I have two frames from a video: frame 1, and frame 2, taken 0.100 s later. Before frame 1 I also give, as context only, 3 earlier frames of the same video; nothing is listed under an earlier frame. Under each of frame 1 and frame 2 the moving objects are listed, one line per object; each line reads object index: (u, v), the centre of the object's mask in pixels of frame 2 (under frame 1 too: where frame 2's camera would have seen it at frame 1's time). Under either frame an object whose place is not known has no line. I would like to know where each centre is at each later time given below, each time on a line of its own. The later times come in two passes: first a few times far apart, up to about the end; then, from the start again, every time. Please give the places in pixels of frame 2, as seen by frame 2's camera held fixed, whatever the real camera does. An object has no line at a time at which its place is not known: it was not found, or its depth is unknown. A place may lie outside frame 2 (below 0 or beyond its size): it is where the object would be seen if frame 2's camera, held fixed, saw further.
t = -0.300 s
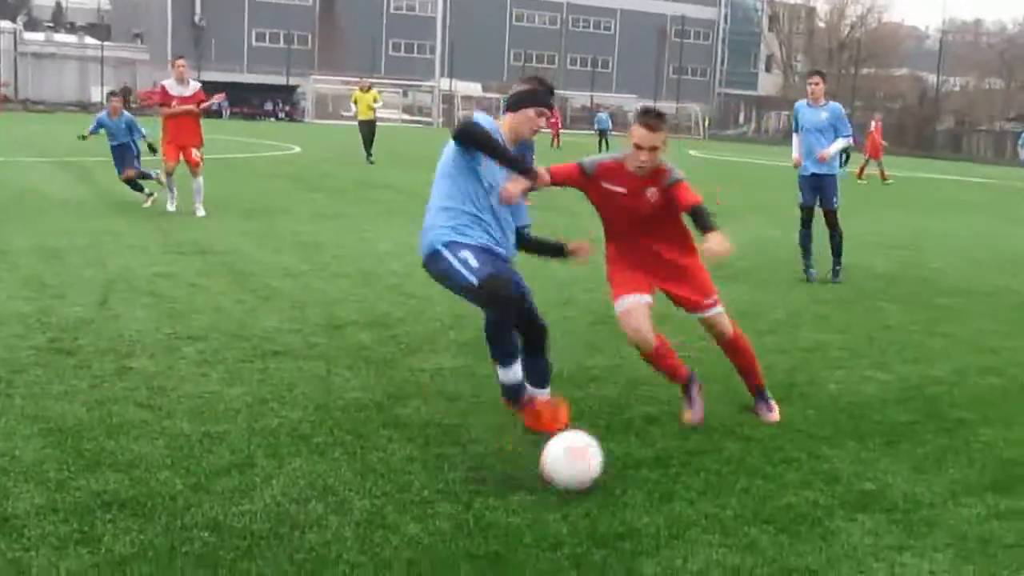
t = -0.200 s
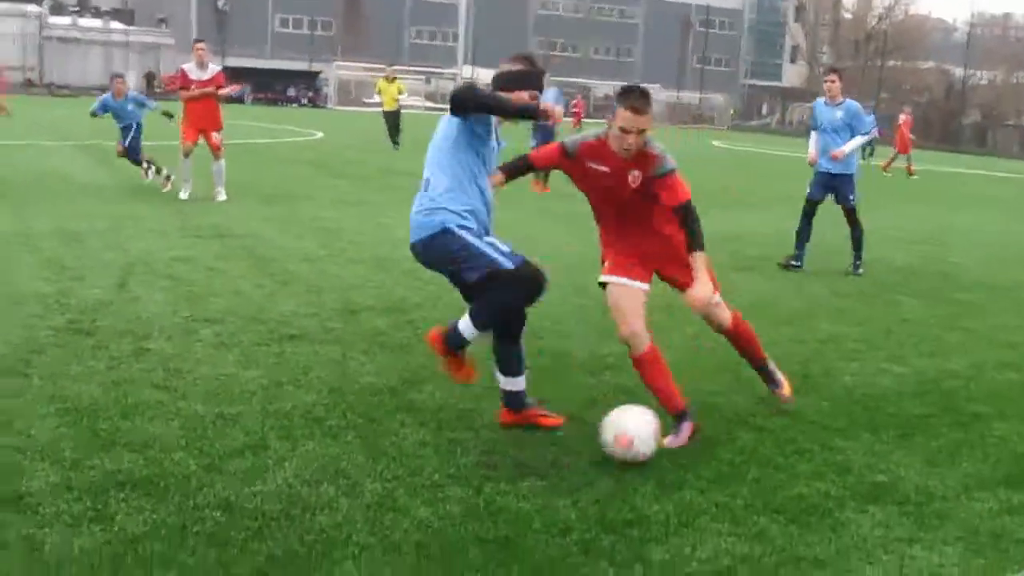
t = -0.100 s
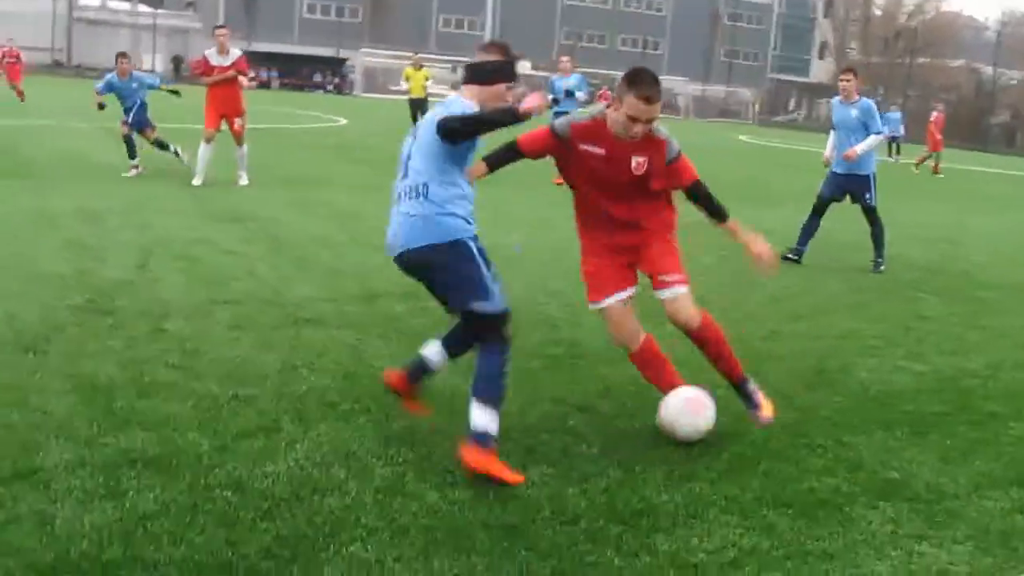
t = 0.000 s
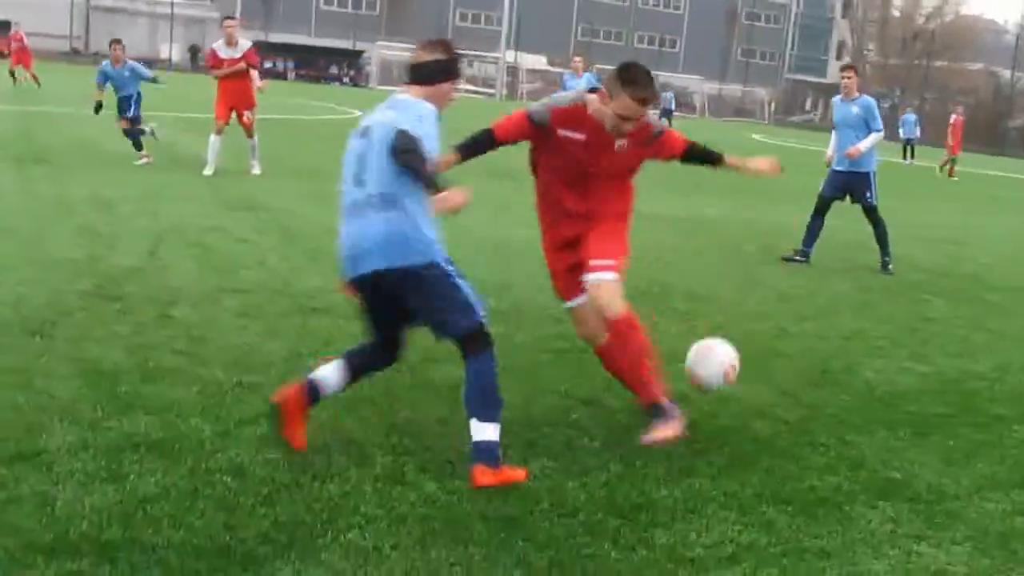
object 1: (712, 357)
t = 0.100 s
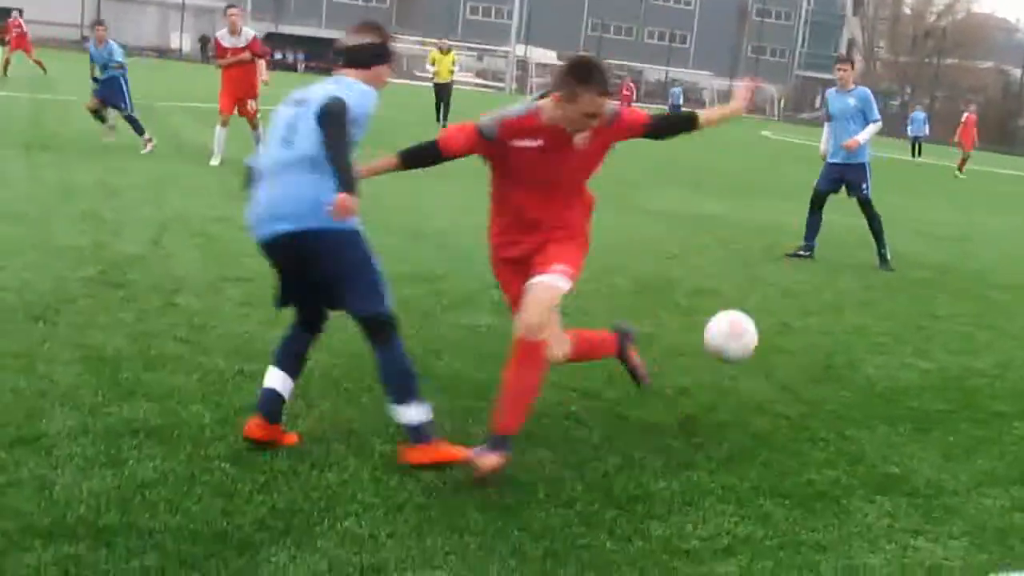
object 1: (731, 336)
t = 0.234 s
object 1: (749, 342)
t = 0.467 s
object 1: (794, 368)
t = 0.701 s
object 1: (864, 381)
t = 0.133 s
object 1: (735, 334)
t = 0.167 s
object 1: (739, 334)
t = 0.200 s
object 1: (744, 337)
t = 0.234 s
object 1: (749, 342)
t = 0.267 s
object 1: (752, 349)
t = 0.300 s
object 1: (755, 359)
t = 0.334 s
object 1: (758, 371)
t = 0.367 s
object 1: (759, 386)
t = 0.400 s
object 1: (770, 384)
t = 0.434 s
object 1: (782, 375)
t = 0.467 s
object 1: (794, 368)
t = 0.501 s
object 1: (806, 363)
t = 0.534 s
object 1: (816, 362)
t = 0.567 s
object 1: (827, 364)
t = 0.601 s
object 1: (836, 366)
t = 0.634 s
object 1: (846, 372)
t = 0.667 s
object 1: (855, 380)
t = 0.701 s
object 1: (864, 381)
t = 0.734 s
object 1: (872, 375)
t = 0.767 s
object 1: (881, 371)
